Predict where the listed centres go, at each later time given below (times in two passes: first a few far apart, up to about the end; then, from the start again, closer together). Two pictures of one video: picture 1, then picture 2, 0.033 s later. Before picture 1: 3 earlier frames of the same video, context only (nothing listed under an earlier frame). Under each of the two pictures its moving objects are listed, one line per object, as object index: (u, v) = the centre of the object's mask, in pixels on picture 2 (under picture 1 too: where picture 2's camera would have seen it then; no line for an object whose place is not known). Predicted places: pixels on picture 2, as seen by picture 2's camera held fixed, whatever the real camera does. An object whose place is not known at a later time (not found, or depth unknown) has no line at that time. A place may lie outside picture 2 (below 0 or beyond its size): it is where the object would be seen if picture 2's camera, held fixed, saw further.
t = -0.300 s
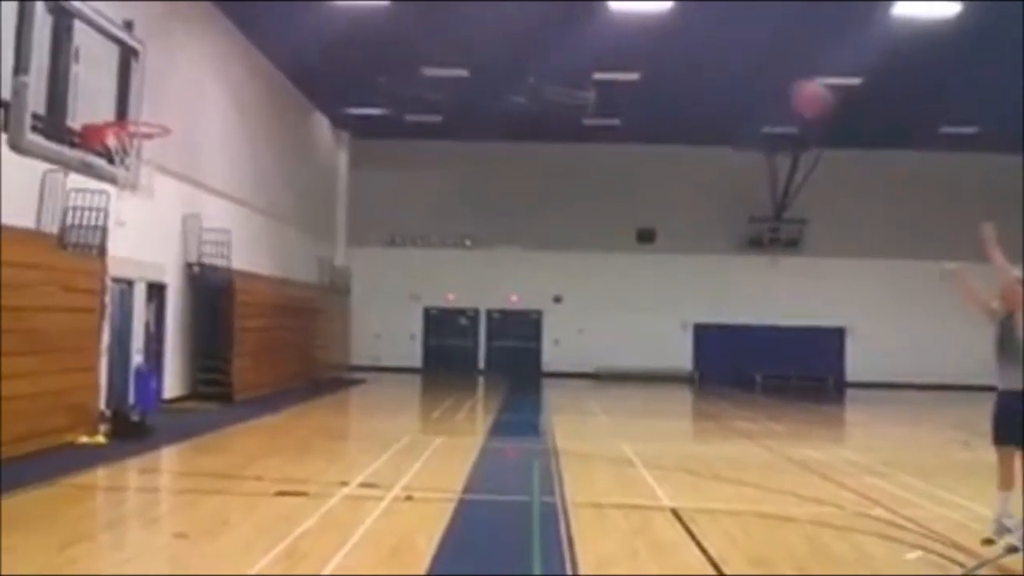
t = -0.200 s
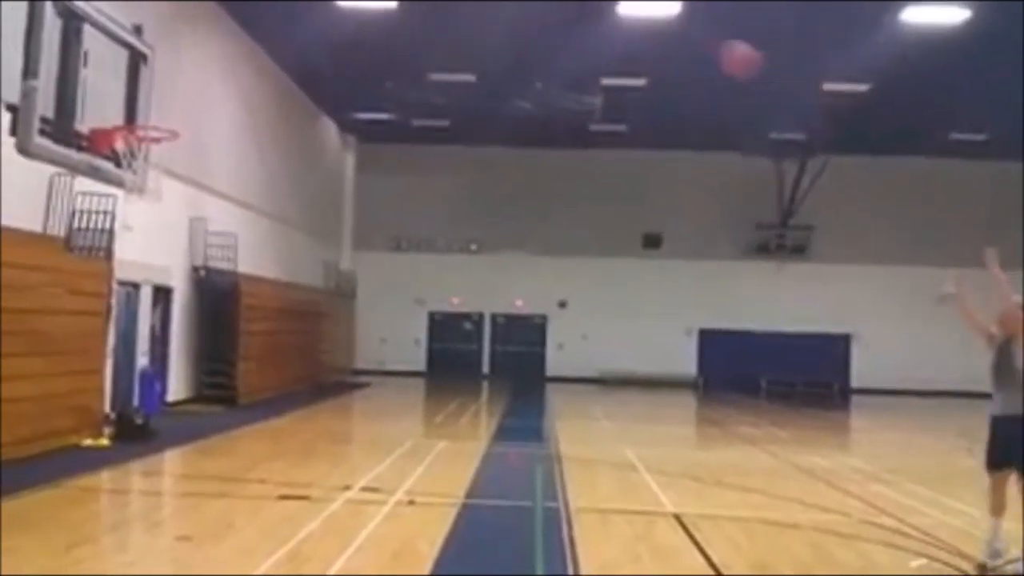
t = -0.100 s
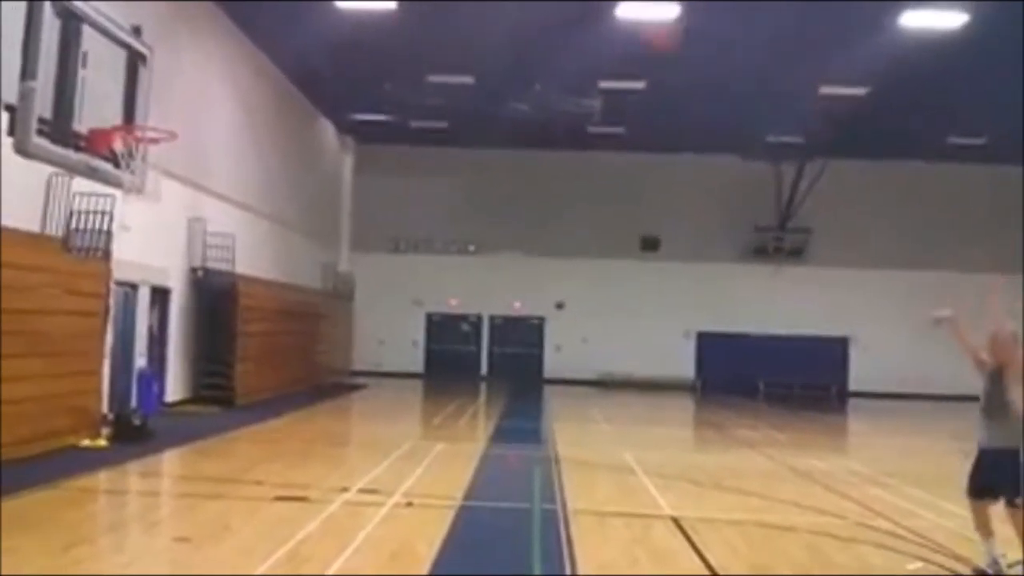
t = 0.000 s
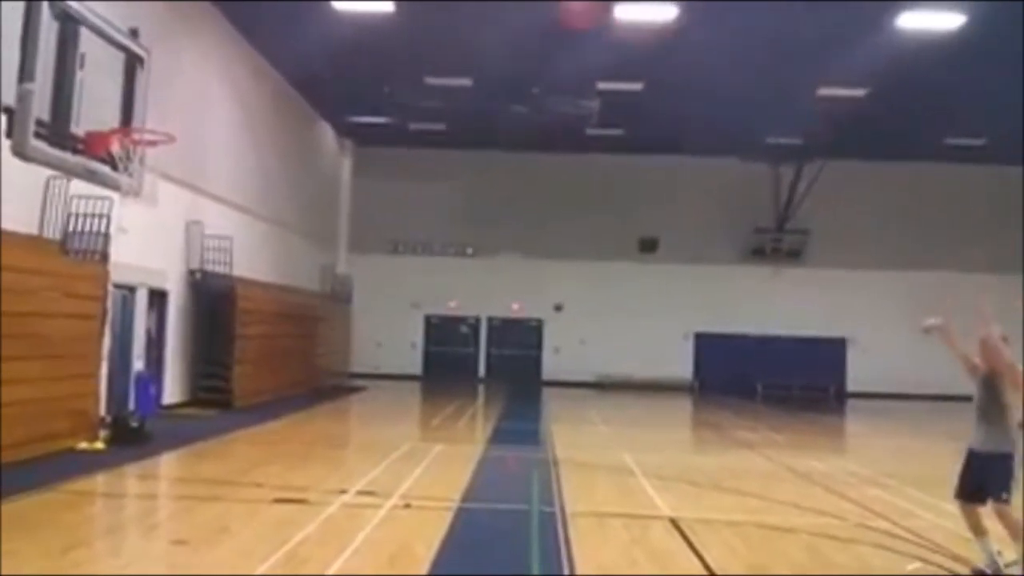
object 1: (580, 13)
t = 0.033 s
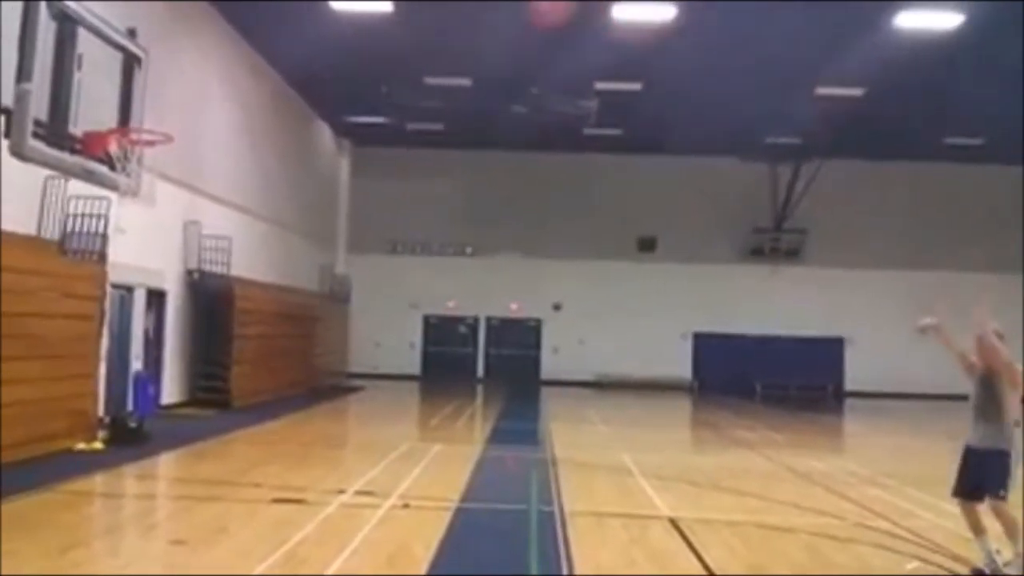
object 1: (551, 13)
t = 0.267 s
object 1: (380, 24)
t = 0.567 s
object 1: (152, 122)
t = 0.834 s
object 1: (169, 173)
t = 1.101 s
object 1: (174, 202)
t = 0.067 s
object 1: (524, 13)
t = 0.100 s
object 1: (502, 12)
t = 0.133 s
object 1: (477, 12)
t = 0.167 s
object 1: (450, 12)
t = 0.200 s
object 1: (428, 13)
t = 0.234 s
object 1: (404, 16)
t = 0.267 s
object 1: (380, 24)
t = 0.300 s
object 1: (353, 27)
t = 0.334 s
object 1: (325, 33)
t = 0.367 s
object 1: (298, 42)
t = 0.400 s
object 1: (277, 52)
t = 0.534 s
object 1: (173, 113)
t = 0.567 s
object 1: (152, 122)
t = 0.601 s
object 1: (129, 134)
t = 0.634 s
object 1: (130, 145)
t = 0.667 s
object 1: (141, 155)
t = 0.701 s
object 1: (148, 163)
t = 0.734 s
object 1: (155, 173)
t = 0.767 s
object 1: (160, 175)
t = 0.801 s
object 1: (166, 174)
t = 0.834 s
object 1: (169, 173)
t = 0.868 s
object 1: (172, 174)
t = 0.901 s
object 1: (173, 174)
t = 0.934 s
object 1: (174, 175)
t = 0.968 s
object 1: (174, 178)
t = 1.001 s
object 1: (175, 183)
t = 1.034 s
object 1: (174, 187)
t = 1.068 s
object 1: (175, 194)
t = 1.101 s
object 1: (174, 202)
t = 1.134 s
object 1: (173, 211)
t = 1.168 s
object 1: (172, 222)
